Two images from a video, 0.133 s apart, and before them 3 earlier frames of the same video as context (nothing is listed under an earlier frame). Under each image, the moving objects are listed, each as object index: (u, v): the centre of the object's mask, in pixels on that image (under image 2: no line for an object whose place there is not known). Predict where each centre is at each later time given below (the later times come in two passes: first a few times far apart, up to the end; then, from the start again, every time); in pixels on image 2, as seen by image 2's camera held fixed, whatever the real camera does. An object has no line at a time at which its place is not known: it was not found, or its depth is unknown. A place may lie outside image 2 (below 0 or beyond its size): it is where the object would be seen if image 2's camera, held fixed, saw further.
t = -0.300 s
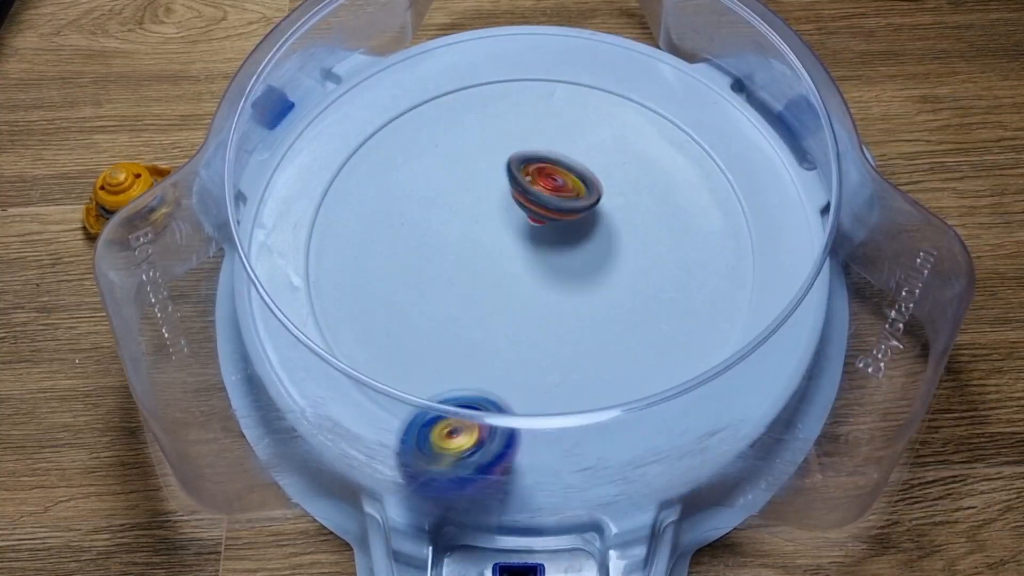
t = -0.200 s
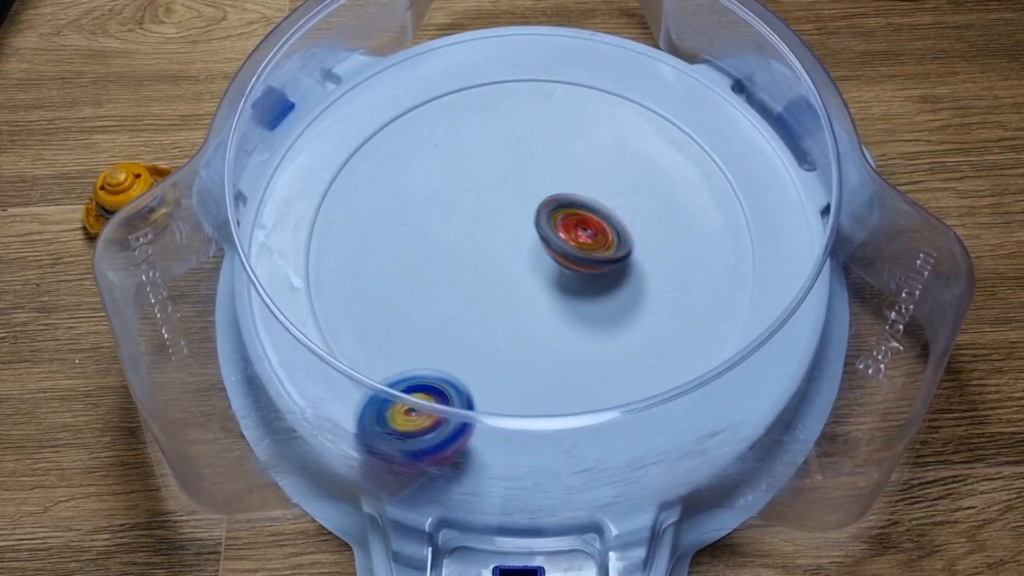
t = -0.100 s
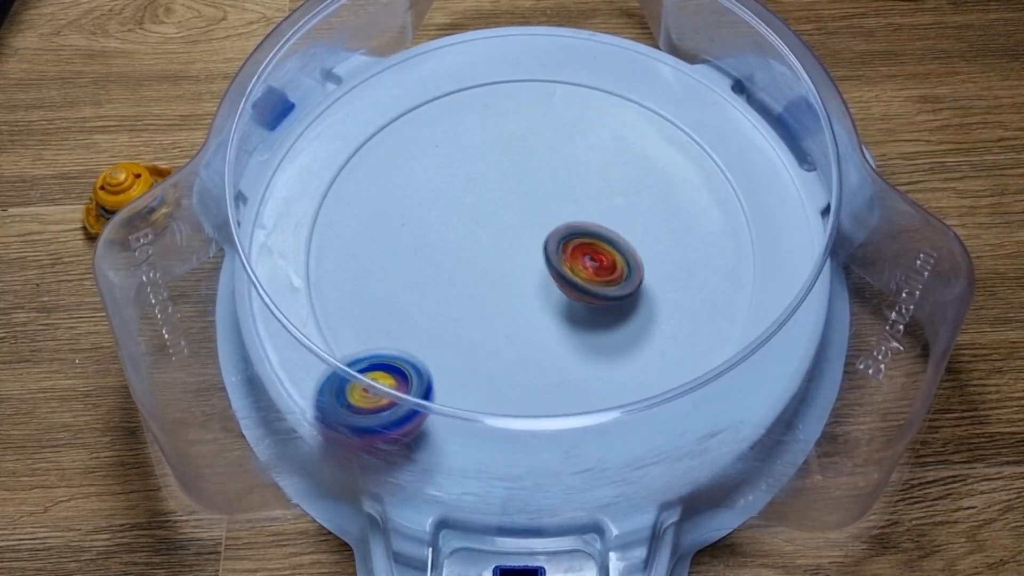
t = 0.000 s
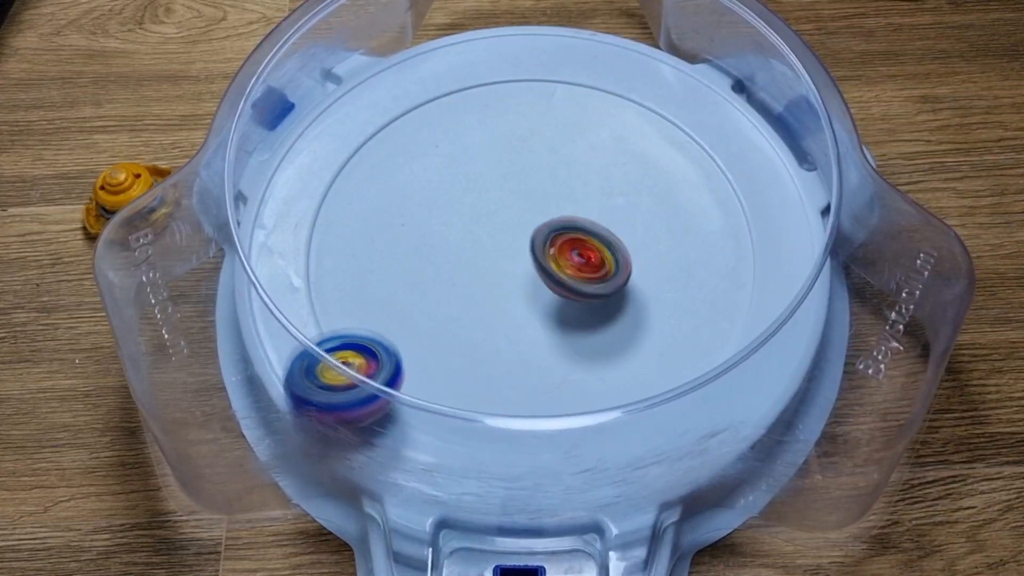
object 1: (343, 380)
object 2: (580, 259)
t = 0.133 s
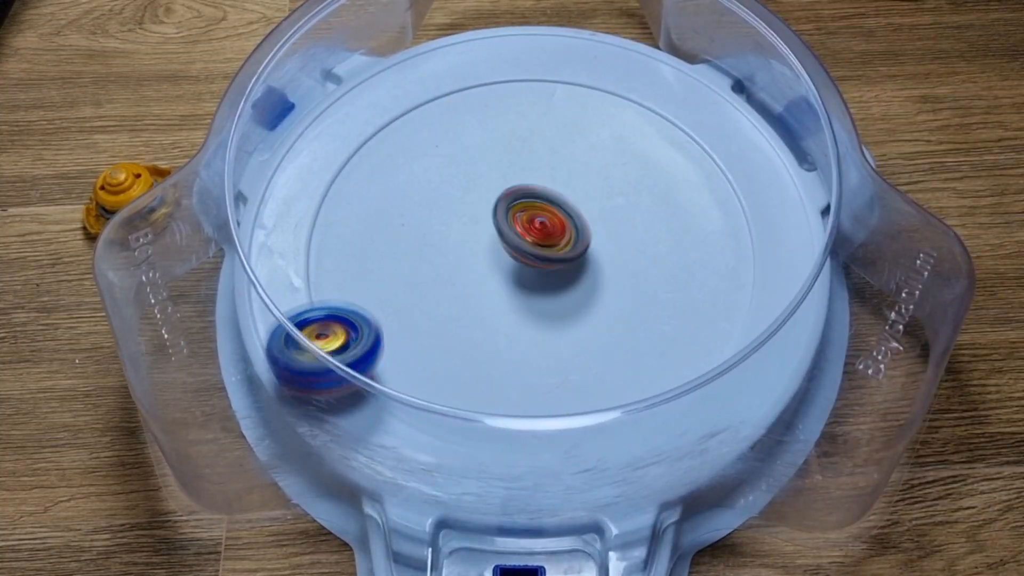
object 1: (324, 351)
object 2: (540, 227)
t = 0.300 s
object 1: (344, 309)
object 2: (475, 154)
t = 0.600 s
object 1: (497, 218)
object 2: (419, 114)
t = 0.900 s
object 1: (702, 202)
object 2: (388, 155)
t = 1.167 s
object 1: (611, 188)
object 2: (515, 204)
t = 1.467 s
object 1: (648, 94)
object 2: (409, 221)
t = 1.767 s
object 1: (453, 102)
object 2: (586, 209)
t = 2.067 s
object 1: (512, 257)
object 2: (652, 213)
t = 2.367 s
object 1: (695, 241)
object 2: (610, 133)
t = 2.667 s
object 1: (573, 117)
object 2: (528, 199)
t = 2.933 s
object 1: (449, 285)
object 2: (571, 294)
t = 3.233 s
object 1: (586, 348)
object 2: (665, 258)
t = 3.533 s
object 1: (570, 288)
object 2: (570, 149)
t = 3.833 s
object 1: (453, 359)
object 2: (411, 225)
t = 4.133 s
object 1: (625, 299)
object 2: (462, 269)
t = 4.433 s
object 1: (487, 140)
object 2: (452, 238)
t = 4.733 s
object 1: (329, 258)
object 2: (485, 238)
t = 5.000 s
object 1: (556, 297)
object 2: (526, 181)
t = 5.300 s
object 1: (616, 145)
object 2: (468, 168)
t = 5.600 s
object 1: (531, 144)
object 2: (508, 230)
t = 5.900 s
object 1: (598, 196)
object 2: (566, 362)
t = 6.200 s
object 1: (645, 178)
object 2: (653, 293)
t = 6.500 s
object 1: (497, 166)
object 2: (565, 296)
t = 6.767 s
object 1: (420, 207)
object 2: (568, 363)
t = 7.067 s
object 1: (483, 255)
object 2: (614, 310)
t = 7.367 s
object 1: (483, 184)
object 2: (587, 256)
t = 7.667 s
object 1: (406, 176)
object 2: (552, 249)
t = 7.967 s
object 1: (408, 220)
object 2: (590, 247)
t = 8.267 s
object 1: (512, 193)
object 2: (632, 223)
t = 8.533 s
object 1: (495, 130)
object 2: (654, 257)
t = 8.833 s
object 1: (483, 191)
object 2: (621, 273)
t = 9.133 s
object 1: (555, 214)
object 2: (579, 297)
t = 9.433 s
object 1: (558, 185)
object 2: (533, 302)
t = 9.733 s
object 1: (547, 221)
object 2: (466, 289)
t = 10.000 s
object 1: (580, 242)
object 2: (464, 247)
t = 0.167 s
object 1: (323, 341)
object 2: (530, 217)
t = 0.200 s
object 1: (325, 337)
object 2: (513, 191)
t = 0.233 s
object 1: (326, 324)
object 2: (499, 179)
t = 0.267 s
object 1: (337, 317)
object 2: (488, 170)
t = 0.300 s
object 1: (344, 309)
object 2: (475, 154)
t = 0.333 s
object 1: (358, 307)
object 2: (463, 139)
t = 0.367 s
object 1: (377, 296)
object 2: (451, 126)
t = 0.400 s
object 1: (397, 290)
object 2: (442, 113)
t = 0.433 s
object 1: (416, 280)
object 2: (431, 108)
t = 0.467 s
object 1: (435, 269)
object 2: (425, 99)
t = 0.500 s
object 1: (454, 255)
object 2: (420, 98)
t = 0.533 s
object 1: (471, 245)
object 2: (419, 96)
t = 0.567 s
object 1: (486, 234)
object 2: (416, 108)
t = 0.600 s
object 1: (497, 218)
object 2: (419, 114)
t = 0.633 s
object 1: (508, 208)
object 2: (423, 123)
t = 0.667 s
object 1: (517, 193)
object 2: (431, 135)
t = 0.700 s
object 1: (541, 188)
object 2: (423, 141)
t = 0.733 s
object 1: (577, 191)
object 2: (409, 136)
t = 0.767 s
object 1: (612, 195)
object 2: (399, 135)
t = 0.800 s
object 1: (642, 196)
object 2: (392, 137)
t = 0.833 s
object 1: (667, 200)
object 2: (387, 144)
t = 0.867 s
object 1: (689, 203)
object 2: (384, 150)
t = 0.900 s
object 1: (702, 202)
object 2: (388, 155)
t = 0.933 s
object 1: (710, 201)
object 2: (394, 163)
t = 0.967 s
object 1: (713, 203)
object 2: (405, 171)
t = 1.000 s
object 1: (706, 201)
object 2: (419, 180)
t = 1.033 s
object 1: (697, 203)
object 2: (433, 188)
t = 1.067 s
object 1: (680, 196)
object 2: (450, 193)
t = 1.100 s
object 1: (660, 199)
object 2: (471, 200)
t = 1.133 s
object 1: (637, 195)
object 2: (492, 203)
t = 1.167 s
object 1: (611, 188)
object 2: (515, 204)
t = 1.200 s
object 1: (628, 173)
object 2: (492, 209)
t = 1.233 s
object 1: (650, 163)
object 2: (465, 217)
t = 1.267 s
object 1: (665, 144)
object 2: (441, 222)
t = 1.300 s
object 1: (679, 135)
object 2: (421, 221)
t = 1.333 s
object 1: (683, 123)
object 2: (407, 223)
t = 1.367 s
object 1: (681, 110)
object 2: (399, 225)
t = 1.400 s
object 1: (677, 103)
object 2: (395, 223)
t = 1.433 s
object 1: (663, 95)
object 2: (399, 222)
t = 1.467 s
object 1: (648, 94)
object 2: (409, 221)
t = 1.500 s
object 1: (629, 90)
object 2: (423, 216)
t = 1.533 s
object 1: (606, 96)
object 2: (441, 214)
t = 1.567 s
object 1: (583, 94)
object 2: (461, 213)
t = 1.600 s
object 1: (561, 99)
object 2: (482, 209)
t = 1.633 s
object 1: (538, 105)
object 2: (504, 205)
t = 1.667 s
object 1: (516, 110)
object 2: (525, 196)
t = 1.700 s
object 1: (496, 111)
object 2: (545, 193)
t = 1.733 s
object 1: (474, 105)
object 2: (566, 202)
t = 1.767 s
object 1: (453, 102)
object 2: (586, 209)
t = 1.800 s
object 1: (437, 107)
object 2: (605, 215)
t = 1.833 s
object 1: (426, 118)
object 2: (619, 218)
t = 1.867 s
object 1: (418, 133)
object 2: (632, 221)
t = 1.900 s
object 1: (414, 152)
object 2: (641, 222)
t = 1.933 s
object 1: (419, 174)
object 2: (648, 221)
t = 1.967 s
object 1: (432, 199)
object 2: (652, 223)
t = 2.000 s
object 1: (453, 222)
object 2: (655, 223)
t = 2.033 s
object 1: (478, 242)
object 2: (655, 217)
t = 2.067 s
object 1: (512, 257)
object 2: (652, 213)
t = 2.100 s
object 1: (548, 266)
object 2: (647, 207)
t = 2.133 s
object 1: (574, 276)
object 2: (649, 200)
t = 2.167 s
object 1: (593, 286)
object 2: (655, 188)
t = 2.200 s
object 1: (610, 289)
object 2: (654, 172)
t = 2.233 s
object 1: (629, 288)
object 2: (650, 161)
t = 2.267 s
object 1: (649, 284)
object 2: (641, 151)
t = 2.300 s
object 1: (668, 273)
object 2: (632, 142)
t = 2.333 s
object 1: (684, 258)
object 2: (621, 136)
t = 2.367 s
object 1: (695, 241)
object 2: (610, 133)
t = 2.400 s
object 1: (698, 221)
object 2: (599, 132)
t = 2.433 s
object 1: (697, 203)
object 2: (586, 132)
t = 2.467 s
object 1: (695, 183)
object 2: (573, 134)
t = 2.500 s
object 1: (687, 164)
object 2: (562, 139)
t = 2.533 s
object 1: (674, 145)
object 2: (552, 146)
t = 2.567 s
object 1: (655, 129)
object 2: (544, 156)
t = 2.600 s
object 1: (629, 118)
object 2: (536, 168)
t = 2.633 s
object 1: (602, 114)
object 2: (530, 184)
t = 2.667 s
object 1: (573, 117)
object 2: (528, 199)
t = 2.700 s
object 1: (543, 127)
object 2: (529, 215)
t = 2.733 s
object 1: (515, 145)
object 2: (531, 232)
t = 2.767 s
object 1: (490, 167)
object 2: (536, 249)
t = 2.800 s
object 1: (472, 191)
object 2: (543, 265)
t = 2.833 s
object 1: (459, 216)
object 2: (550, 272)
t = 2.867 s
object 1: (453, 242)
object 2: (553, 281)
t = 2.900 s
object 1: (451, 266)
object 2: (555, 288)
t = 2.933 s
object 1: (449, 285)
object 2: (571, 294)
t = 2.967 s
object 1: (443, 303)
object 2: (594, 302)
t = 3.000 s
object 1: (444, 320)
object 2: (617, 308)
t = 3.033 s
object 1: (453, 335)
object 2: (638, 307)
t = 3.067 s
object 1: (467, 348)
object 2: (651, 301)
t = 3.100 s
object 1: (488, 354)
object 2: (660, 294)
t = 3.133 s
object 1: (512, 355)
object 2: (667, 288)
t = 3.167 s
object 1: (538, 357)
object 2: (669, 281)
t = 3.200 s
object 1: (563, 353)
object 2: (670, 269)
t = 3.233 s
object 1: (586, 348)
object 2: (665, 258)
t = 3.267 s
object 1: (610, 341)
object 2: (660, 250)
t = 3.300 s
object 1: (625, 332)
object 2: (657, 237)
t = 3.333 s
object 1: (625, 331)
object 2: (659, 212)
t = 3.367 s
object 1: (624, 326)
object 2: (654, 190)
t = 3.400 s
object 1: (622, 316)
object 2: (647, 175)
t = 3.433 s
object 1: (614, 307)
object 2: (633, 163)
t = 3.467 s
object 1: (601, 300)
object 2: (617, 153)
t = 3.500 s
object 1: (587, 293)
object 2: (592, 150)
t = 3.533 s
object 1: (570, 288)
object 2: (570, 149)
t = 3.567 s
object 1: (552, 286)
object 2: (545, 153)
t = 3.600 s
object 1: (533, 284)
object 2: (521, 160)
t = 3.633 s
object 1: (511, 284)
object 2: (492, 171)
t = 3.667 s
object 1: (491, 287)
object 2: (470, 187)
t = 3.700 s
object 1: (473, 293)
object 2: (451, 201)
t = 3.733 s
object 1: (458, 313)
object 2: (436, 204)
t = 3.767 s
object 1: (451, 330)
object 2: (420, 211)
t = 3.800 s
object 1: (446, 349)
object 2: (412, 218)
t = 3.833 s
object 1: (453, 359)
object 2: (411, 225)
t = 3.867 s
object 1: (465, 368)
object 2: (409, 233)
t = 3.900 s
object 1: (485, 373)
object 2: (412, 242)
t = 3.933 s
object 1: (506, 375)
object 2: (423, 254)
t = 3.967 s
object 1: (527, 372)
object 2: (434, 265)
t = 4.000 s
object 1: (550, 362)
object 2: (447, 277)
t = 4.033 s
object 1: (568, 346)
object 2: (463, 286)
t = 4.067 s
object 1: (585, 329)
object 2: (473, 287)
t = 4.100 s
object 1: (608, 316)
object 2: (465, 276)
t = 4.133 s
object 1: (625, 299)
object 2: (462, 269)
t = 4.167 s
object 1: (636, 278)
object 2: (460, 261)
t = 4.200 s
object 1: (636, 254)
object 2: (459, 254)
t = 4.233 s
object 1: (628, 230)
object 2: (458, 250)
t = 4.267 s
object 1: (616, 207)
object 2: (456, 245)
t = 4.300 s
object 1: (596, 186)
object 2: (455, 242)
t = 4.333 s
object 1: (572, 169)
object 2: (455, 241)
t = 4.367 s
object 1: (546, 155)
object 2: (451, 238)
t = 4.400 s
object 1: (517, 145)
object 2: (451, 238)
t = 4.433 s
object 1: (487, 140)
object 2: (452, 238)
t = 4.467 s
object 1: (459, 139)
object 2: (448, 236)
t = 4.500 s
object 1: (428, 142)
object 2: (446, 235)
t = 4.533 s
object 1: (400, 151)
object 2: (447, 231)
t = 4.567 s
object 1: (376, 161)
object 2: (447, 232)
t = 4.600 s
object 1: (353, 173)
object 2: (453, 235)
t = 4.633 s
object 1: (336, 189)
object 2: (459, 235)
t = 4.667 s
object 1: (327, 210)
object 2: (468, 237)
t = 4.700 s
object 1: (323, 234)
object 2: (479, 238)
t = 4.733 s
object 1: (329, 258)
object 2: (485, 238)
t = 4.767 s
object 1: (345, 280)
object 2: (492, 239)
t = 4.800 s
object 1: (365, 299)
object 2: (498, 233)
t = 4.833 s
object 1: (397, 314)
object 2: (506, 229)
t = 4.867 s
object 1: (433, 323)
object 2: (515, 219)
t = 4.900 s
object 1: (467, 326)
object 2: (519, 211)
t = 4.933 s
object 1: (503, 322)
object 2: (526, 200)
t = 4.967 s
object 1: (531, 310)
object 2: (526, 188)
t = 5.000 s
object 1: (556, 297)
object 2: (526, 181)
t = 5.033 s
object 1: (577, 277)
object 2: (523, 169)
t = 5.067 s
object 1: (589, 257)
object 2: (518, 164)
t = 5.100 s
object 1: (600, 237)
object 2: (515, 160)
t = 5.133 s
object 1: (604, 217)
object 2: (507, 160)
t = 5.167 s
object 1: (606, 198)
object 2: (505, 163)
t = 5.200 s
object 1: (604, 179)
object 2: (498, 164)
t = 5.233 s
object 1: (615, 169)
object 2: (485, 165)
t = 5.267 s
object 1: (618, 155)
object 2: (474, 164)
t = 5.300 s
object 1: (616, 145)
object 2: (468, 168)
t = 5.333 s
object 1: (613, 132)
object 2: (466, 171)
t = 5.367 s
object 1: (602, 123)
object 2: (466, 177)
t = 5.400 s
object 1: (595, 115)
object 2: (472, 183)
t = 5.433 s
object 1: (581, 110)
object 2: (475, 191)
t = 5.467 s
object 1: (571, 110)
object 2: (484, 198)
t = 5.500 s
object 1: (558, 112)
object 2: (487, 206)
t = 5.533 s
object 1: (548, 120)
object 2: (496, 214)
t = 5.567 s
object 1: (537, 130)
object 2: (500, 221)
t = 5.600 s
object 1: (531, 144)
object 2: (508, 230)
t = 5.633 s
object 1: (532, 145)
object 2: (502, 250)
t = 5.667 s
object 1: (540, 146)
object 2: (497, 280)
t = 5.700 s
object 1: (544, 150)
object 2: (494, 302)
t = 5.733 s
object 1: (553, 158)
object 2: (498, 324)
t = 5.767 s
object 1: (558, 168)
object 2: (503, 339)
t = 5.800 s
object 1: (568, 175)
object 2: (516, 353)
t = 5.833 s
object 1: (578, 184)
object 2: (529, 359)
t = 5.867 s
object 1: (585, 189)
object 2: (549, 362)
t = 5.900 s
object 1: (598, 196)
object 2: (566, 362)
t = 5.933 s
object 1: (607, 200)
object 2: (586, 359)
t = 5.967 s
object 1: (617, 204)
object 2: (601, 353)
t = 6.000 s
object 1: (623, 206)
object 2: (620, 343)
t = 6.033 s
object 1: (634, 207)
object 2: (632, 333)
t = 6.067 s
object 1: (640, 209)
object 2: (645, 319)
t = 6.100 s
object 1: (643, 208)
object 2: (655, 306)
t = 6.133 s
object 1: (648, 207)
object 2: (659, 291)
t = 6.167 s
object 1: (647, 191)
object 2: (661, 293)
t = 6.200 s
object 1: (645, 178)
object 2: (653, 293)
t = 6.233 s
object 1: (636, 169)
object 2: (647, 289)
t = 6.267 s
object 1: (621, 162)
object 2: (634, 288)
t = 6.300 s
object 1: (607, 159)
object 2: (623, 283)
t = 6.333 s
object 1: (588, 159)
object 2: (612, 279)
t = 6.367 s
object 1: (571, 161)
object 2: (599, 273)
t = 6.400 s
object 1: (553, 169)
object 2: (588, 268)
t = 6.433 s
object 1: (536, 179)
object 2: (574, 264)
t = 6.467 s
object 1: (520, 184)
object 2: (565, 267)
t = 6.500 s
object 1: (497, 166)
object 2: (565, 296)
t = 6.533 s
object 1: (477, 153)
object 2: (560, 319)
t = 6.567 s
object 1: (462, 147)
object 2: (559, 335)
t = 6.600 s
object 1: (449, 147)
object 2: (554, 347)
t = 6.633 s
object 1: (438, 153)
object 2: (554, 354)
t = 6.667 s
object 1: (429, 162)
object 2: (558, 361)
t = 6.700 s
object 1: (426, 177)
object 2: (560, 363)
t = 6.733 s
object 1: (423, 192)
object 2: (565, 363)
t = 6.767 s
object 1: (420, 207)
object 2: (568, 363)
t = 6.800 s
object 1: (422, 223)
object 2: (574, 360)
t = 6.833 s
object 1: (429, 238)
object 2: (583, 353)
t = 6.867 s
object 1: (439, 251)
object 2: (583, 347)
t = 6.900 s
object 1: (449, 261)
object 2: (582, 338)
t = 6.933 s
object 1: (463, 270)
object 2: (582, 328)
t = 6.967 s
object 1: (482, 276)
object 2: (577, 316)
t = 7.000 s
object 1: (479, 267)
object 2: (593, 316)
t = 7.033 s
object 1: (476, 260)
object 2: (609, 314)
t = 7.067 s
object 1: (483, 255)
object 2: (614, 310)
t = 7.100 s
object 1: (488, 250)
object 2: (616, 303)
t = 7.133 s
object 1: (495, 246)
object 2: (619, 294)
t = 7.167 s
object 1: (501, 240)
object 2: (613, 288)
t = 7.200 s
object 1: (503, 233)
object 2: (608, 278)
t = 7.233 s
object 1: (507, 224)
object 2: (602, 269)
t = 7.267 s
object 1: (503, 213)
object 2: (598, 265)
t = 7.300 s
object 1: (499, 201)
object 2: (596, 261)
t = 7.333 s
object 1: (490, 191)
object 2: (590, 258)
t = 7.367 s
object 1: (483, 184)
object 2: (587, 256)
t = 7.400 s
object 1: (472, 179)
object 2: (578, 252)
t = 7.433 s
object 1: (465, 176)
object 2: (569, 248)
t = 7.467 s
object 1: (456, 174)
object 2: (563, 245)
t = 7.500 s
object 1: (451, 175)
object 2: (554, 242)
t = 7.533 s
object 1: (444, 176)
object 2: (546, 237)
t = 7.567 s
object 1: (439, 180)
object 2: (537, 234)
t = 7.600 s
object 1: (435, 185)
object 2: (533, 232)
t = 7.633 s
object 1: (428, 184)
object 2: (534, 237)
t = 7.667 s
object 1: (406, 176)
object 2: (552, 249)
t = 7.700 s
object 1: (393, 171)
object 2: (565, 256)
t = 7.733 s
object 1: (383, 173)
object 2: (578, 264)
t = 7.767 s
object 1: (376, 176)
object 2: (582, 266)
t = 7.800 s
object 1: (373, 181)
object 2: (588, 265)
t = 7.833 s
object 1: (371, 189)
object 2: (589, 263)
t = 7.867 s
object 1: (373, 196)
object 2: (593, 260)
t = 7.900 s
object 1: (382, 205)
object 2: (592, 258)
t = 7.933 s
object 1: (394, 214)
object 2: (590, 252)
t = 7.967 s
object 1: (408, 220)
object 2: (590, 247)
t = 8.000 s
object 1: (428, 225)
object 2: (590, 241)
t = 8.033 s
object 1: (447, 229)
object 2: (591, 238)
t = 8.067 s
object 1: (466, 228)
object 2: (586, 234)
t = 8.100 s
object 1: (482, 226)
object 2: (589, 230)
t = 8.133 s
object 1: (485, 219)
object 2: (605, 229)
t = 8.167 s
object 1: (490, 214)
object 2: (618, 226)
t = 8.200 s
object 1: (497, 208)
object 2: (629, 225)
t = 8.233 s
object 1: (505, 201)
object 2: (632, 225)
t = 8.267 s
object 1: (512, 193)
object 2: (632, 223)
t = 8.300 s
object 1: (520, 187)
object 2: (630, 221)
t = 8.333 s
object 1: (527, 181)
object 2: (626, 218)
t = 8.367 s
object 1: (533, 176)
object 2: (625, 216)
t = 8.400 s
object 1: (529, 163)
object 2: (631, 224)
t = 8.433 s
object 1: (519, 148)
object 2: (642, 237)
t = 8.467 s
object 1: (511, 137)
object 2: (650, 246)
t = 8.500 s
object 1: (502, 132)
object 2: (654, 253)
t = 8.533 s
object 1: (495, 130)
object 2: (654, 257)
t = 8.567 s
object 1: (488, 131)
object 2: (652, 259)
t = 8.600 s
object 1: (482, 133)
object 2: (653, 259)
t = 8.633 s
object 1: (475, 137)
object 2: (653, 261)
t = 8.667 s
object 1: (470, 143)
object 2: (650, 264)
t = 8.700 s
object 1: (466, 151)
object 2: (645, 266)
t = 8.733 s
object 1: (466, 160)
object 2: (641, 267)
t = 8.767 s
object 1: (469, 170)
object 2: (636, 269)
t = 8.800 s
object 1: (475, 181)
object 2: (628, 271)
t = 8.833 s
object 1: (483, 191)
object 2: (621, 273)
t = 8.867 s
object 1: (492, 201)
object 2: (614, 273)
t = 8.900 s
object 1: (503, 209)
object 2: (608, 274)
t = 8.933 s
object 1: (515, 217)
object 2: (601, 275)
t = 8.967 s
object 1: (521, 216)
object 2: (598, 282)
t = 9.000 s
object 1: (527, 214)
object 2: (595, 289)
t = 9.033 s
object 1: (535, 214)
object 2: (592, 294)
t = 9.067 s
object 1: (542, 214)
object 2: (588, 297)
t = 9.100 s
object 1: (549, 214)
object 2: (584, 297)
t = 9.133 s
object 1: (555, 214)
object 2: (579, 297)
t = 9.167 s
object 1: (560, 210)
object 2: (575, 301)
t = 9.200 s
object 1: (565, 205)
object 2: (569, 305)
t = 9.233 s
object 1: (569, 200)
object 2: (565, 307)
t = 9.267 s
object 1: (572, 196)
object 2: (561, 306)
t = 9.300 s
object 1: (572, 191)
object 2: (557, 306)
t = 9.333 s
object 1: (570, 188)
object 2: (552, 305)
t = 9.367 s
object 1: (567, 186)
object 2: (546, 305)
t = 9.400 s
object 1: (563, 185)
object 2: (540, 303)
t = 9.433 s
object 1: (558, 185)
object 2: (533, 302)
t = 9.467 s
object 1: (552, 188)
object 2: (526, 300)
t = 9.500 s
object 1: (545, 193)
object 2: (519, 298)
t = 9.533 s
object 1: (540, 199)
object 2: (514, 295)
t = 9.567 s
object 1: (537, 206)
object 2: (508, 292)
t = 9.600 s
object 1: (537, 208)
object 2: (500, 293)
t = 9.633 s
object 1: (539, 209)
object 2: (488, 297)
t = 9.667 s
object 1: (543, 212)
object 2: (478, 296)
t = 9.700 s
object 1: (545, 216)
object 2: (471, 293)
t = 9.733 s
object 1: (547, 221)
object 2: (466, 289)
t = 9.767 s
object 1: (551, 225)
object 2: (463, 284)
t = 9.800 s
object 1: (554, 228)
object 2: (462, 279)
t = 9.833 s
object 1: (557, 233)
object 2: (462, 274)
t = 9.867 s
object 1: (562, 236)
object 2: (463, 268)
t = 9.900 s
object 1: (565, 238)
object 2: (464, 263)
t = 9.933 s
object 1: (572, 241)
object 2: (463, 258)
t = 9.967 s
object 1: (576, 241)
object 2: (463, 252)
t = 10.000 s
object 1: (580, 242)
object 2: (464, 247)
